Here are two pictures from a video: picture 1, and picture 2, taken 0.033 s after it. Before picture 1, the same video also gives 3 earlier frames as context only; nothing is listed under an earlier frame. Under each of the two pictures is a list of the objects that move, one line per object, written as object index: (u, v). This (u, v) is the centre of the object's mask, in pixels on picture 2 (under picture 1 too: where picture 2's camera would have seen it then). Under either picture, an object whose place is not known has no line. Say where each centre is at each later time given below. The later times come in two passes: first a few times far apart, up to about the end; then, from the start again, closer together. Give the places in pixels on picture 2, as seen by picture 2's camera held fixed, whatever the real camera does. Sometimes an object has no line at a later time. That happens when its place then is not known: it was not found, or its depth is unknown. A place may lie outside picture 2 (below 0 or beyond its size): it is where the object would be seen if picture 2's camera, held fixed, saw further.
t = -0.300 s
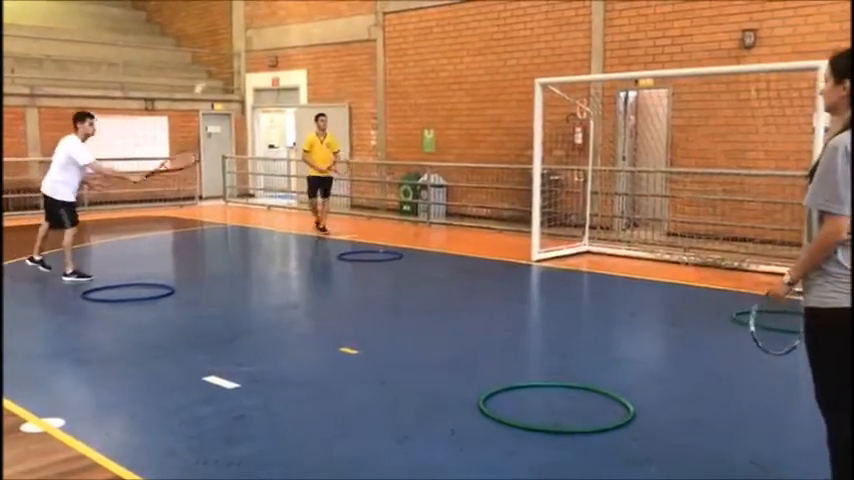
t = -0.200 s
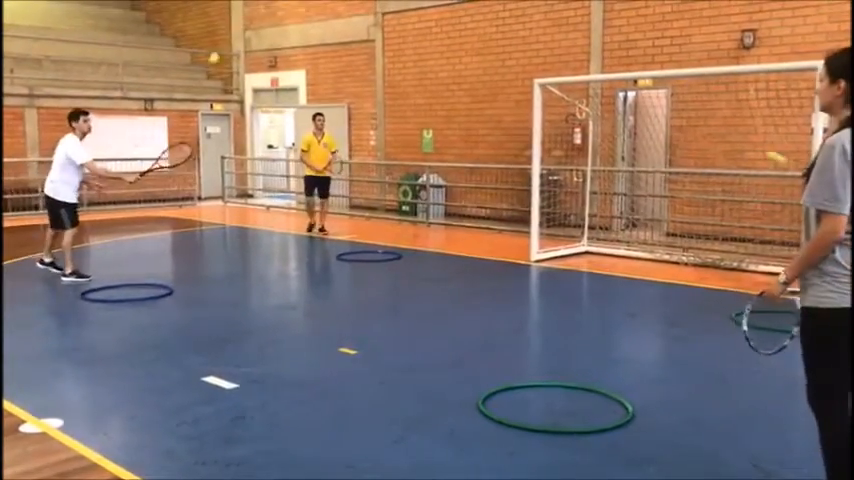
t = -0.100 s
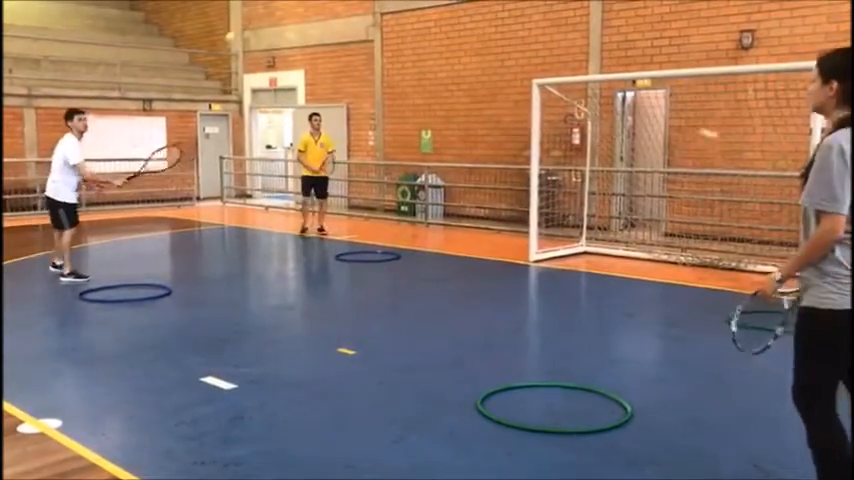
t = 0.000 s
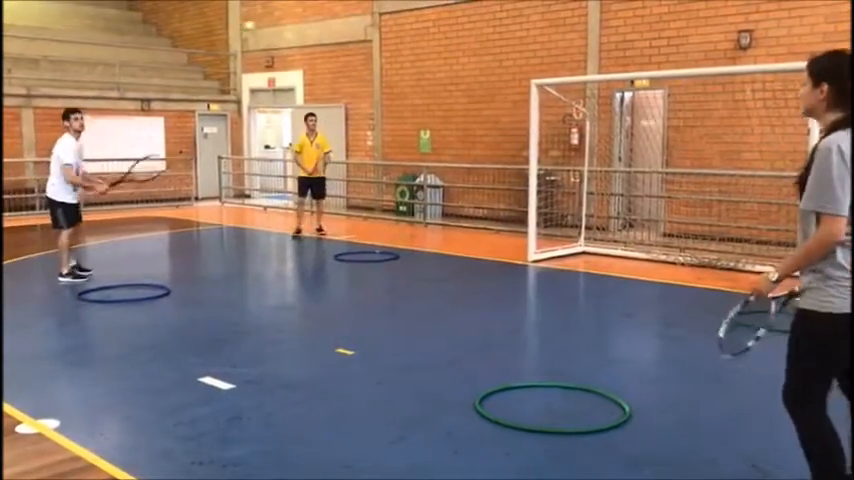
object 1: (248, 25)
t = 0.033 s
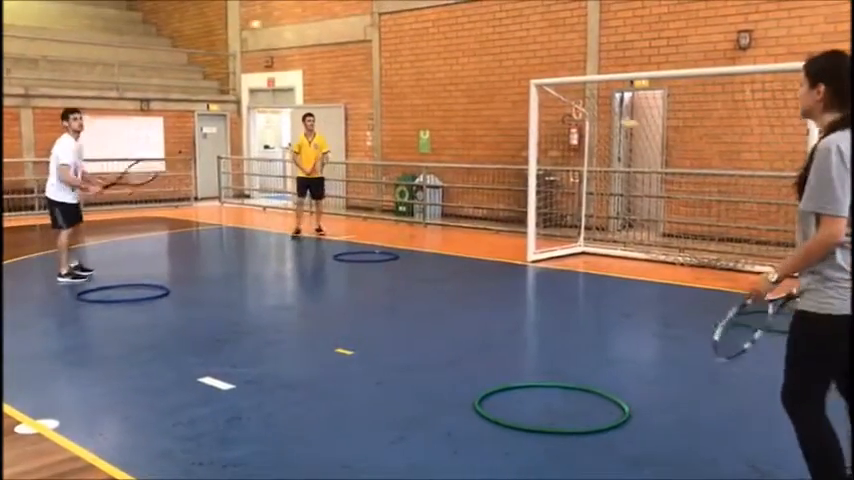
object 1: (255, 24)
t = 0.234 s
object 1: (305, 53)
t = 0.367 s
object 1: (347, 112)
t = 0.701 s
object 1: (467, 387)
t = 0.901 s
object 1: (500, 269)
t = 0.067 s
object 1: (263, 24)
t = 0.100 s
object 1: (271, 27)
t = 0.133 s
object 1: (276, 31)
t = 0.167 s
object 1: (286, 36)
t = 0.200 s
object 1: (296, 42)
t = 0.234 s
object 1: (305, 53)
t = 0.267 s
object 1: (316, 64)
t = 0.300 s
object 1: (326, 78)
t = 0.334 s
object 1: (335, 93)
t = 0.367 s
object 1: (347, 112)
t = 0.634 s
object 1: (446, 356)
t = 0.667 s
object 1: (460, 399)
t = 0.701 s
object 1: (467, 387)
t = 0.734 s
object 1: (473, 363)
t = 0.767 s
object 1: (478, 342)
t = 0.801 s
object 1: (483, 320)
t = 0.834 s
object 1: (488, 302)
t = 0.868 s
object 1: (494, 285)
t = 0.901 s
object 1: (500, 269)
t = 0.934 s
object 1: (506, 254)
